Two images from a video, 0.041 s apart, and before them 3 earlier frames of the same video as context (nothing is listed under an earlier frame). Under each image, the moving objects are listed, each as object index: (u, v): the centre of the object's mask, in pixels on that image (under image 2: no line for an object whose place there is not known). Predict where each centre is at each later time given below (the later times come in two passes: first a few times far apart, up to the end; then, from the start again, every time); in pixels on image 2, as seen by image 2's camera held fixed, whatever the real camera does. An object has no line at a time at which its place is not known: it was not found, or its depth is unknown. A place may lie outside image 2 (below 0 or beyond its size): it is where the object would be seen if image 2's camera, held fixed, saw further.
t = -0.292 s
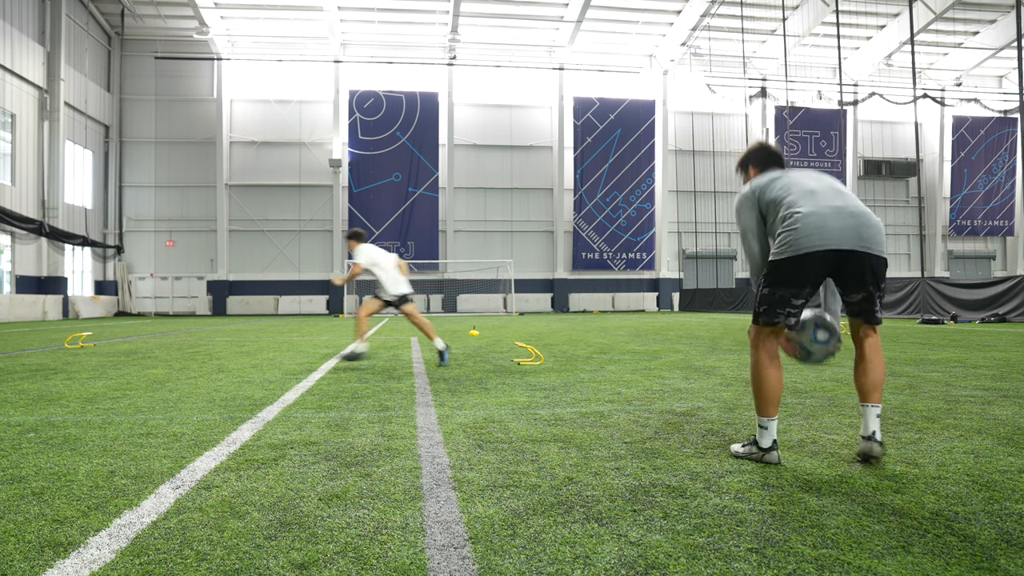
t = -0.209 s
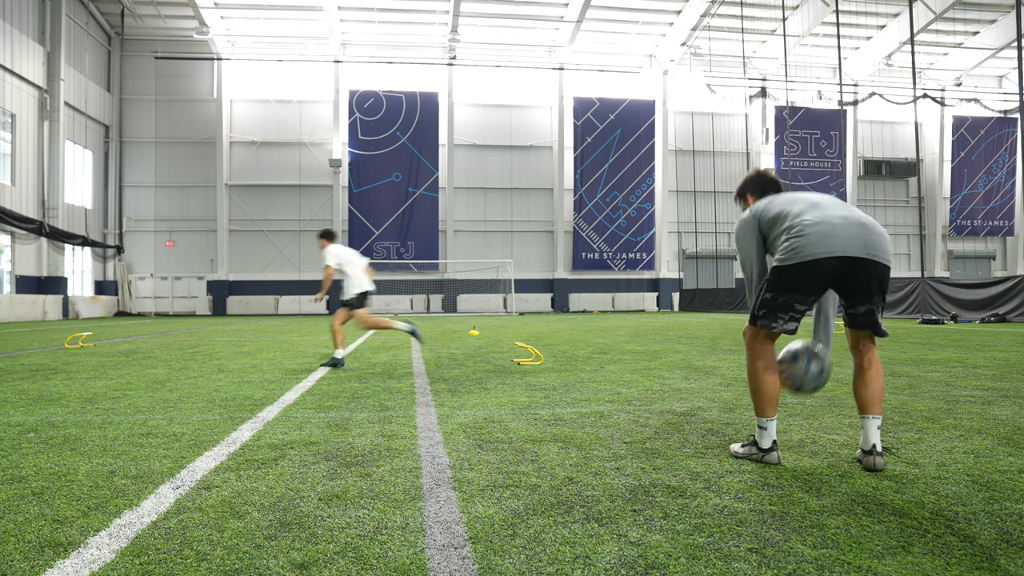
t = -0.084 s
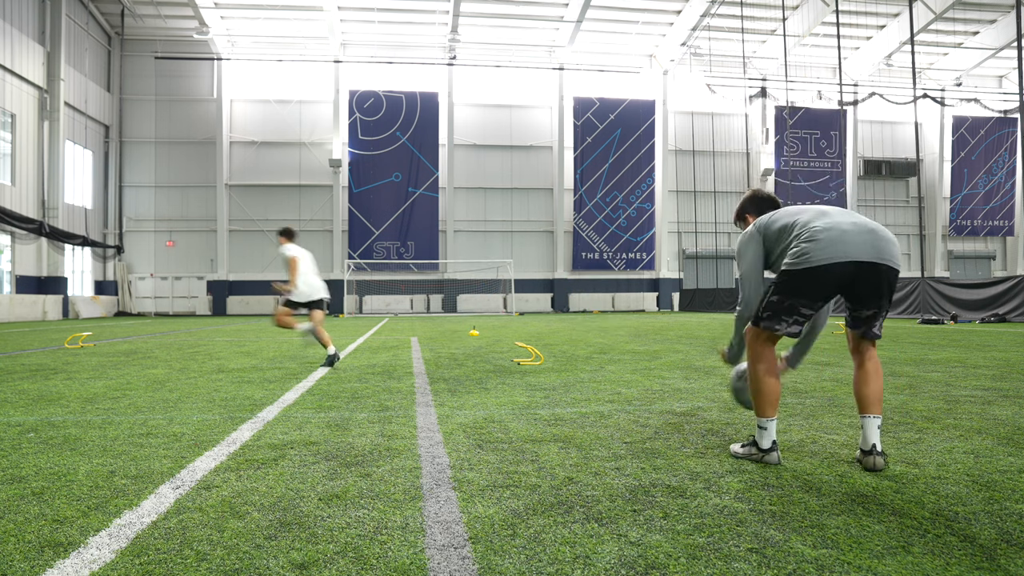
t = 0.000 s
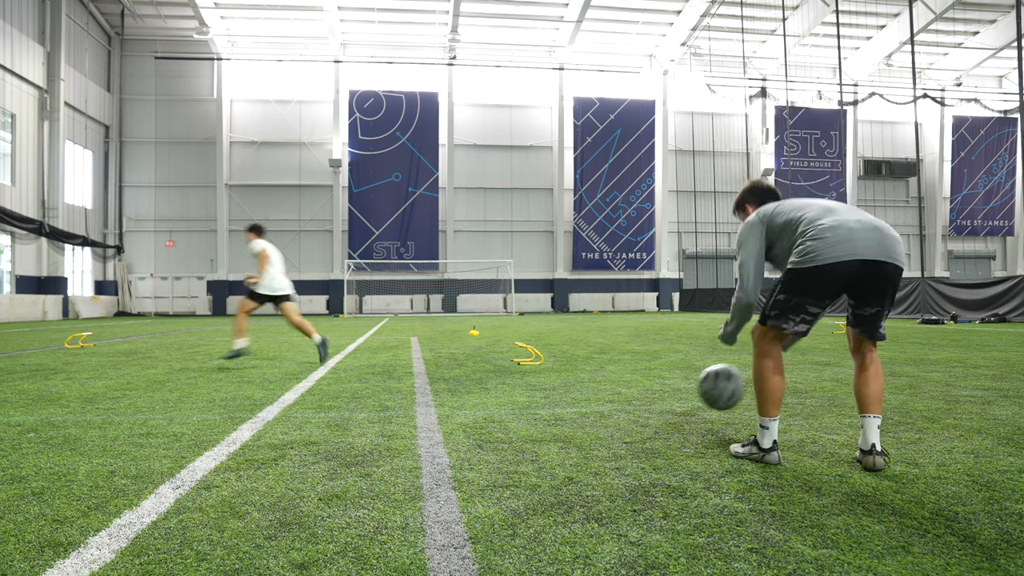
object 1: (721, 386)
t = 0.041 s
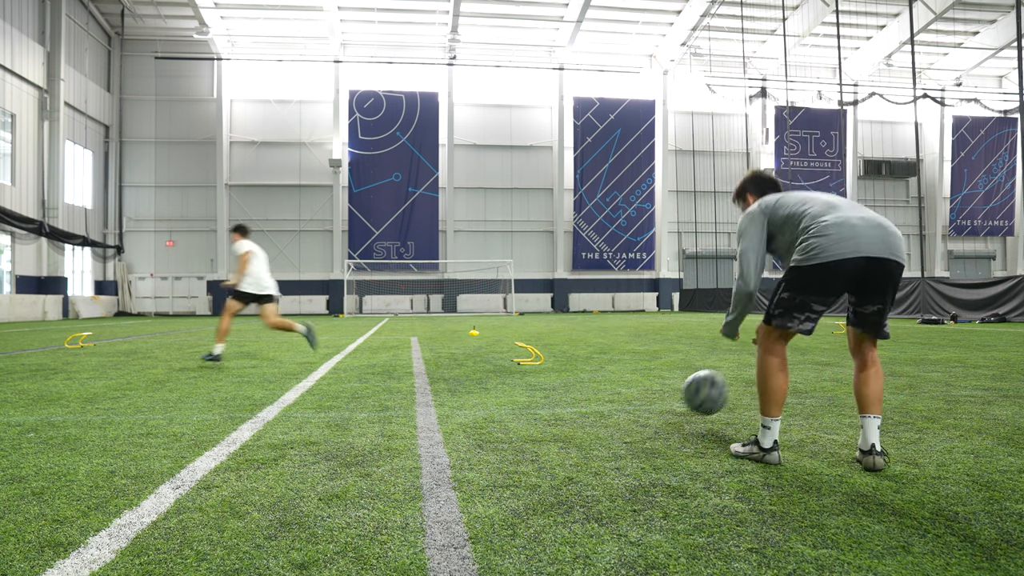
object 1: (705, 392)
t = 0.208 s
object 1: (669, 387)
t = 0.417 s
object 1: (646, 398)
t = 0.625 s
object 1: (640, 399)
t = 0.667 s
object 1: (638, 398)
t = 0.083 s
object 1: (690, 401)
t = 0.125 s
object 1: (680, 401)
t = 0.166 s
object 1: (674, 392)
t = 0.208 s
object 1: (669, 387)
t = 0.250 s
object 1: (664, 385)
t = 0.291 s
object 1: (659, 386)
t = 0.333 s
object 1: (654, 390)
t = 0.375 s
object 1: (649, 396)
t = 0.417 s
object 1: (646, 398)
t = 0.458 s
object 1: (645, 394)
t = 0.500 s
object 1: (644, 393)
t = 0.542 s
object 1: (643, 395)
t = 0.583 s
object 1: (642, 399)
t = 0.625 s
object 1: (640, 399)
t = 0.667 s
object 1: (638, 398)
